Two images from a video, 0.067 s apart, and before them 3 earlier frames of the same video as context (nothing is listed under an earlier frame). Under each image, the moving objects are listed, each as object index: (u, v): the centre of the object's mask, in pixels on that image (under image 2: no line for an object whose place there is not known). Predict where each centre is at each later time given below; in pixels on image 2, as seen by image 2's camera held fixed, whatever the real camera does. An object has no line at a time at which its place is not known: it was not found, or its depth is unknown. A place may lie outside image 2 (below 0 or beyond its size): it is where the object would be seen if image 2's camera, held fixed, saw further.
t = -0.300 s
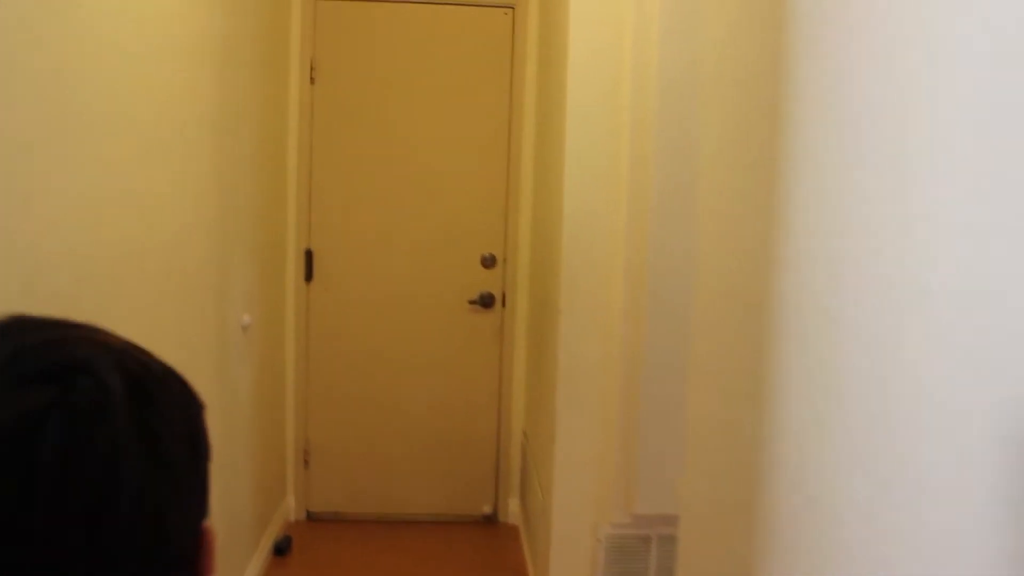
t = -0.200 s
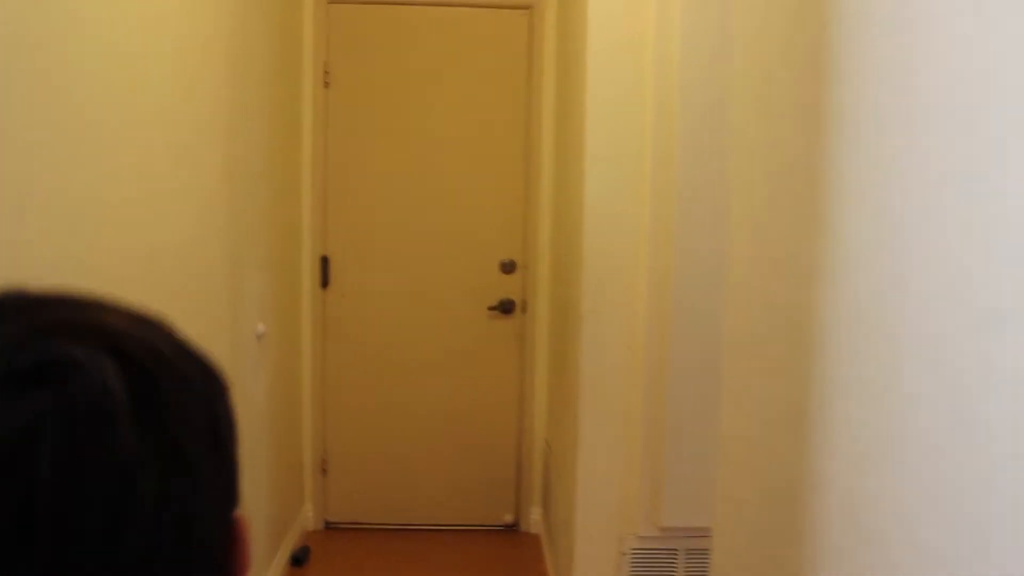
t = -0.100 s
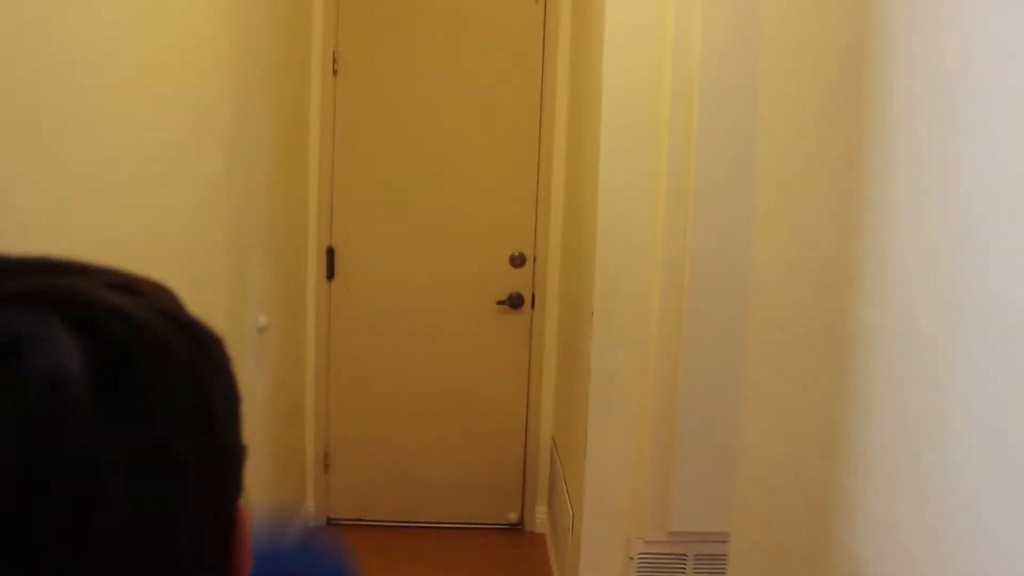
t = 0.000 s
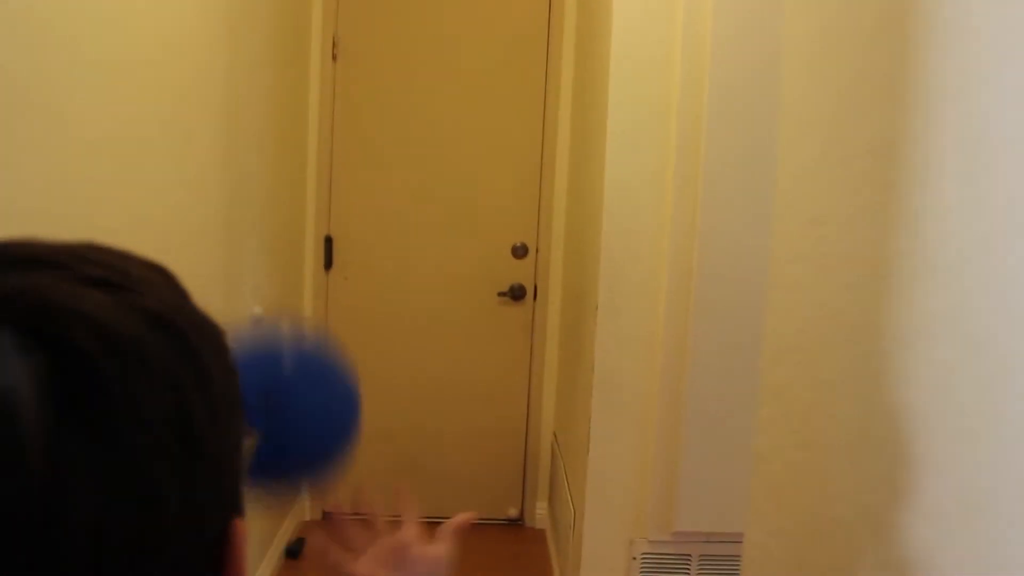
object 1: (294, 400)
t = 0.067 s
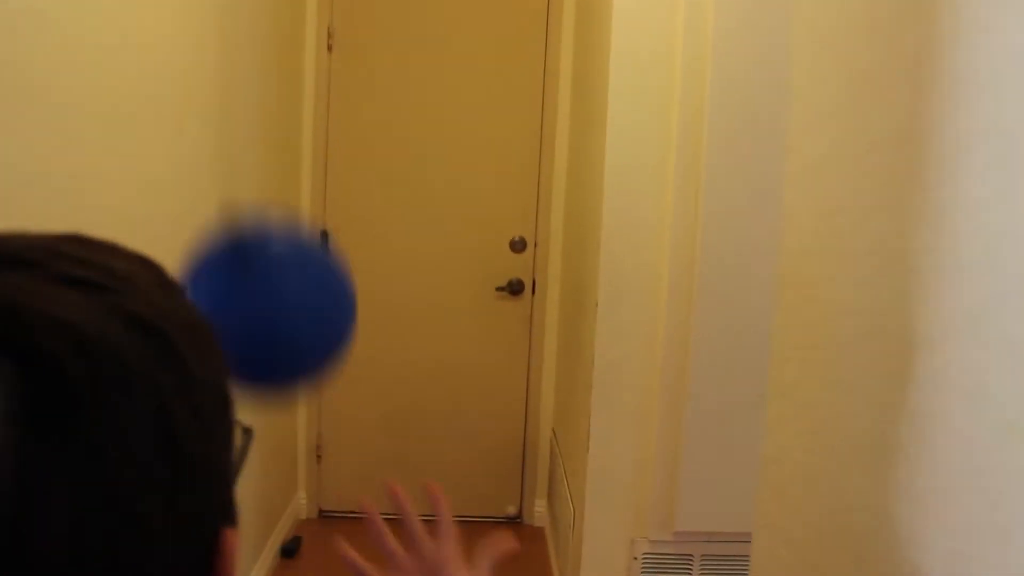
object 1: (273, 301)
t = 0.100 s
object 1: (269, 257)
